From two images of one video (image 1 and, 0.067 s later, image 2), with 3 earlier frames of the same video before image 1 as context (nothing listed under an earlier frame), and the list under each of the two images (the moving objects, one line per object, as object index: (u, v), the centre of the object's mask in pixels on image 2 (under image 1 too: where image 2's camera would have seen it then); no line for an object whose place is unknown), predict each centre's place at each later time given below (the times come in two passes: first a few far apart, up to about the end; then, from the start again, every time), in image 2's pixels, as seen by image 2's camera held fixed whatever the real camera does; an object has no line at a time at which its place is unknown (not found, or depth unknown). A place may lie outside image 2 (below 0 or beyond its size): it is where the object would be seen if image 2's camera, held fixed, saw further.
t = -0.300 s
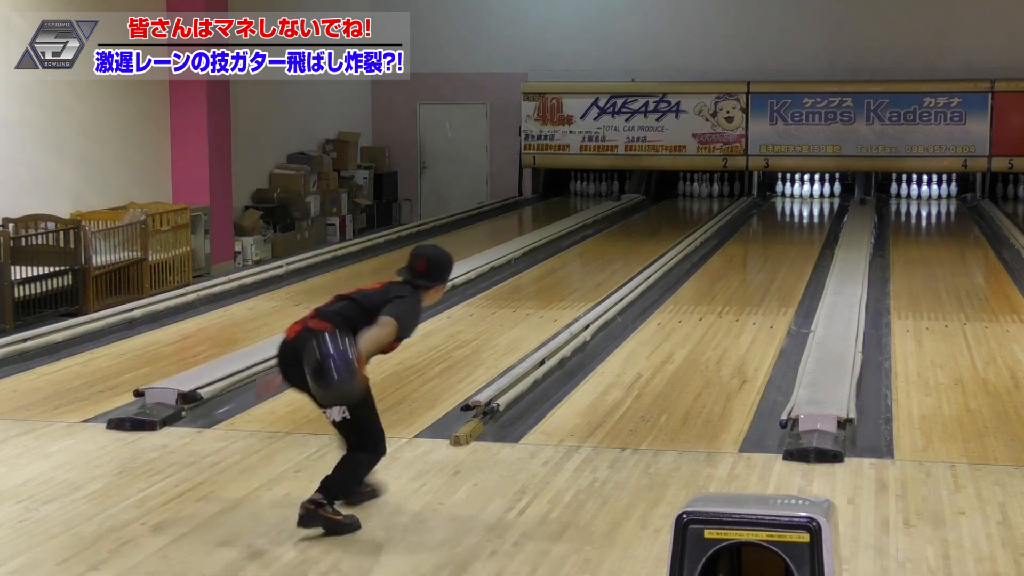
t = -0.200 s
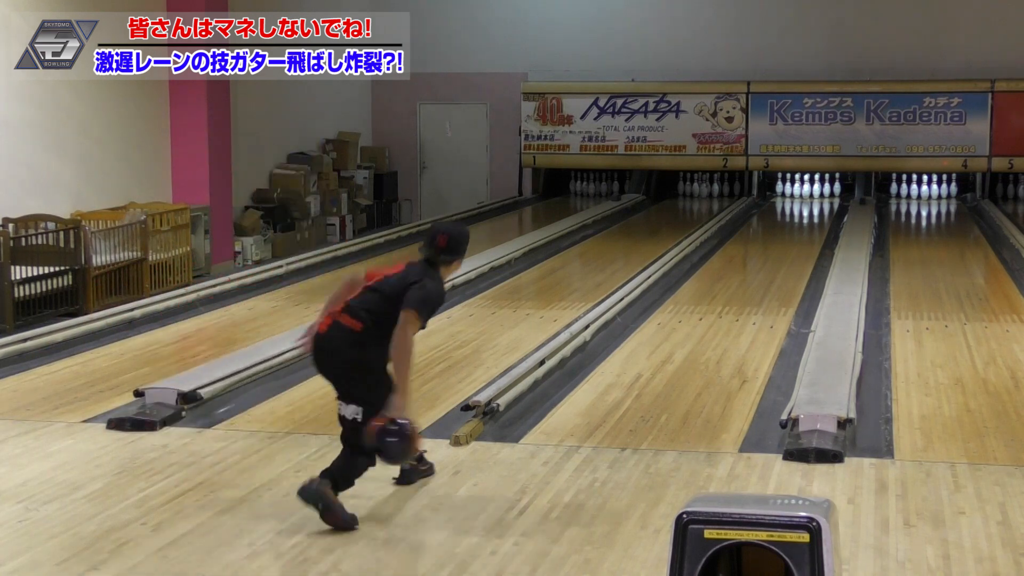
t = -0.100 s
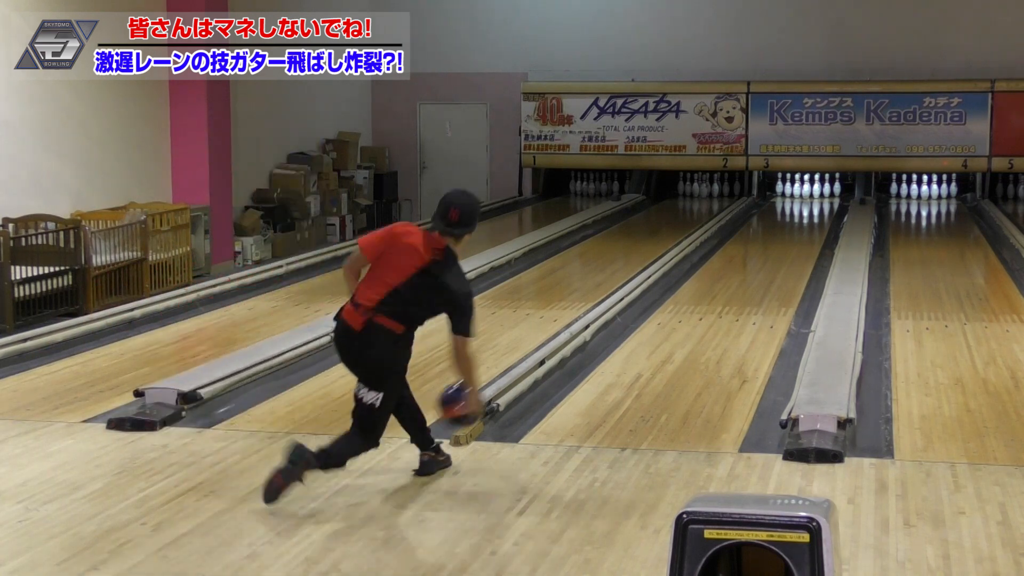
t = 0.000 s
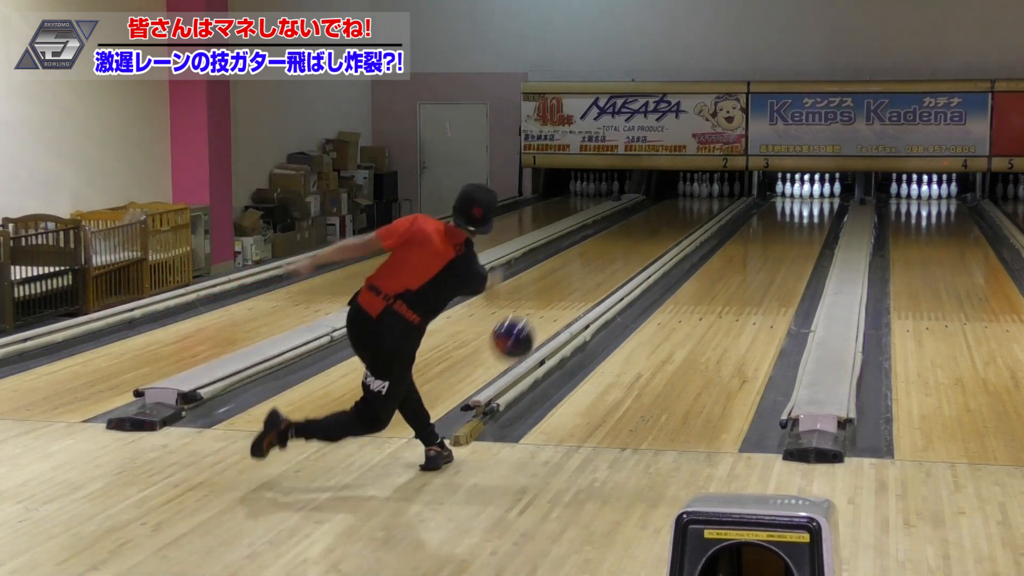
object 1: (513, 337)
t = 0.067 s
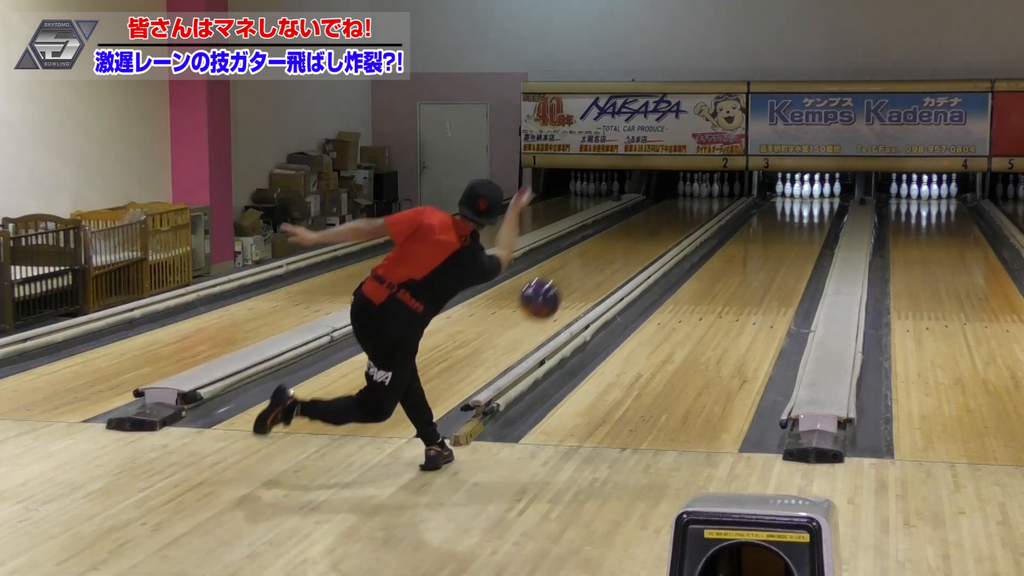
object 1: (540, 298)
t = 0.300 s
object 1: (617, 241)
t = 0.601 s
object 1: (688, 296)
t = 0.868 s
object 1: (734, 286)
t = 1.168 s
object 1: (770, 262)
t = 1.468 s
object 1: (794, 244)
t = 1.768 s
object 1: (809, 229)
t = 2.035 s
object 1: (816, 218)
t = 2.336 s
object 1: (817, 209)
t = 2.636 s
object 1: (812, 201)
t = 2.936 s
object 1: (804, 194)
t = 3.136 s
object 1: (798, 191)
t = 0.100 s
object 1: (552, 283)
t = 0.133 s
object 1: (565, 271)
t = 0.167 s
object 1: (576, 260)
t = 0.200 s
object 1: (587, 252)
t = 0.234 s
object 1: (598, 246)
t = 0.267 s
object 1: (608, 242)
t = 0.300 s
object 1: (617, 241)
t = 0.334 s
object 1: (626, 241)
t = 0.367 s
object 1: (635, 242)
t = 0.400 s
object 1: (643, 247)
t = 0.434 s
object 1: (652, 251)
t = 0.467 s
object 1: (659, 258)
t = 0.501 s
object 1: (667, 265)
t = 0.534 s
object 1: (675, 275)
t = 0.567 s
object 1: (681, 285)
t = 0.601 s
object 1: (688, 296)
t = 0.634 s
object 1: (695, 309)
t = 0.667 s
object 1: (701, 305)
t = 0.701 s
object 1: (707, 300)
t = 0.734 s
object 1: (713, 298)
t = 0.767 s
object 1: (718, 296)
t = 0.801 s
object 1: (724, 292)
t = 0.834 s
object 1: (729, 289)
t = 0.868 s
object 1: (734, 286)
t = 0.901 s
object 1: (738, 283)
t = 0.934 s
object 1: (743, 281)
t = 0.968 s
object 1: (747, 278)
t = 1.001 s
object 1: (751, 275)
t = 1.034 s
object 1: (755, 272)
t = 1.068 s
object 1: (760, 270)
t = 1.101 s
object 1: (762, 267)
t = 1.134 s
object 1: (766, 265)
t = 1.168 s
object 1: (770, 262)
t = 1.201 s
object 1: (773, 260)
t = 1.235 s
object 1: (776, 258)
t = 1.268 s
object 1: (779, 256)
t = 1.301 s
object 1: (782, 254)
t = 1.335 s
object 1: (784, 252)
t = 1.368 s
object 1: (787, 250)
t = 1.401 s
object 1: (789, 248)
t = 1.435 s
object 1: (791, 246)
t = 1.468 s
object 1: (794, 244)
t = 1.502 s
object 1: (796, 242)
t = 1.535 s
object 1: (798, 240)
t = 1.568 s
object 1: (800, 239)
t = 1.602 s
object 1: (801, 237)
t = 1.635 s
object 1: (803, 236)
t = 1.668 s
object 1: (805, 233)
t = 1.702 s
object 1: (806, 232)
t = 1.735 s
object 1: (808, 231)
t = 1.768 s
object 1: (809, 229)
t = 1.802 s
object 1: (810, 228)
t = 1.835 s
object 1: (811, 226)
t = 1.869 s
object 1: (812, 225)
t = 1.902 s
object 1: (813, 224)
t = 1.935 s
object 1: (814, 222)
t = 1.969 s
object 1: (815, 221)
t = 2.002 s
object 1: (816, 220)
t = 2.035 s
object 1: (816, 218)
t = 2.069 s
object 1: (817, 217)
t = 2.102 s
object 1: (817, 216)
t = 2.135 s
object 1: (817, 215)
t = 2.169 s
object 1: (818, 214)
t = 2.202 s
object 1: (818, 213)
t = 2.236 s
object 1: (818, 212)
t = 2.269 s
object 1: (818, 211)
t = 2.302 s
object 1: (817, 210)
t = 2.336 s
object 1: (817, 209)
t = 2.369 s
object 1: (817, 208)
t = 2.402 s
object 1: (817, 207)
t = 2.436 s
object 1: (816, 206)
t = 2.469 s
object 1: (816, 205)
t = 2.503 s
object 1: (815, 204)
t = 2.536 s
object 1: (815, 203)
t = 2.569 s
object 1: (814, 203)
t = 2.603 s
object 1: (813, 202)
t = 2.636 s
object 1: (812, 201)
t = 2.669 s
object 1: (811, 200)
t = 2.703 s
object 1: (810, 199)
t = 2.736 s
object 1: (809, 199)
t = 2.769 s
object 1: (808, 198)
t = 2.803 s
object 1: (807, 197)
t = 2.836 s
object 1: (806, 196)
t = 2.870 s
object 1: (805, 195)
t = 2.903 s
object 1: (805, 194)
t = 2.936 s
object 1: (804, 194)
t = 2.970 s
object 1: (803, 193)
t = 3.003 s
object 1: (802, 192)
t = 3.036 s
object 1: (799, 192)
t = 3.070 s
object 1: (798, 191)
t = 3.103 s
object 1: (798, 191)
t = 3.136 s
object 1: (798, 191)
